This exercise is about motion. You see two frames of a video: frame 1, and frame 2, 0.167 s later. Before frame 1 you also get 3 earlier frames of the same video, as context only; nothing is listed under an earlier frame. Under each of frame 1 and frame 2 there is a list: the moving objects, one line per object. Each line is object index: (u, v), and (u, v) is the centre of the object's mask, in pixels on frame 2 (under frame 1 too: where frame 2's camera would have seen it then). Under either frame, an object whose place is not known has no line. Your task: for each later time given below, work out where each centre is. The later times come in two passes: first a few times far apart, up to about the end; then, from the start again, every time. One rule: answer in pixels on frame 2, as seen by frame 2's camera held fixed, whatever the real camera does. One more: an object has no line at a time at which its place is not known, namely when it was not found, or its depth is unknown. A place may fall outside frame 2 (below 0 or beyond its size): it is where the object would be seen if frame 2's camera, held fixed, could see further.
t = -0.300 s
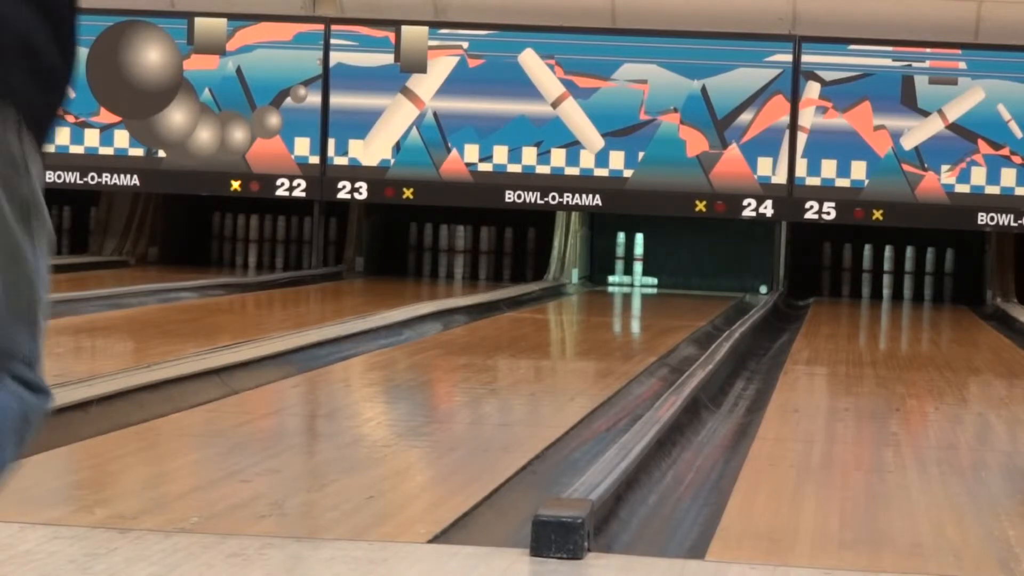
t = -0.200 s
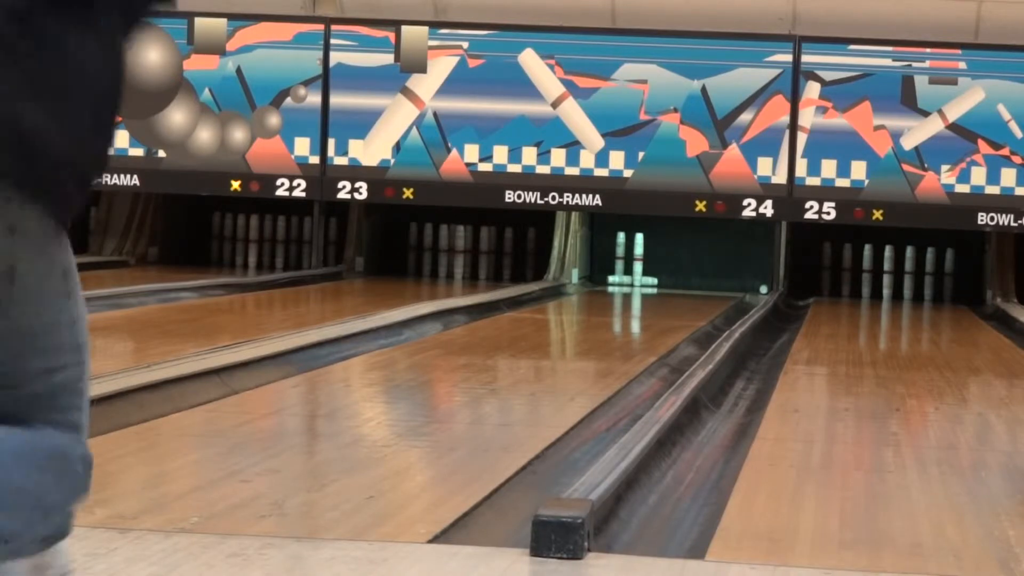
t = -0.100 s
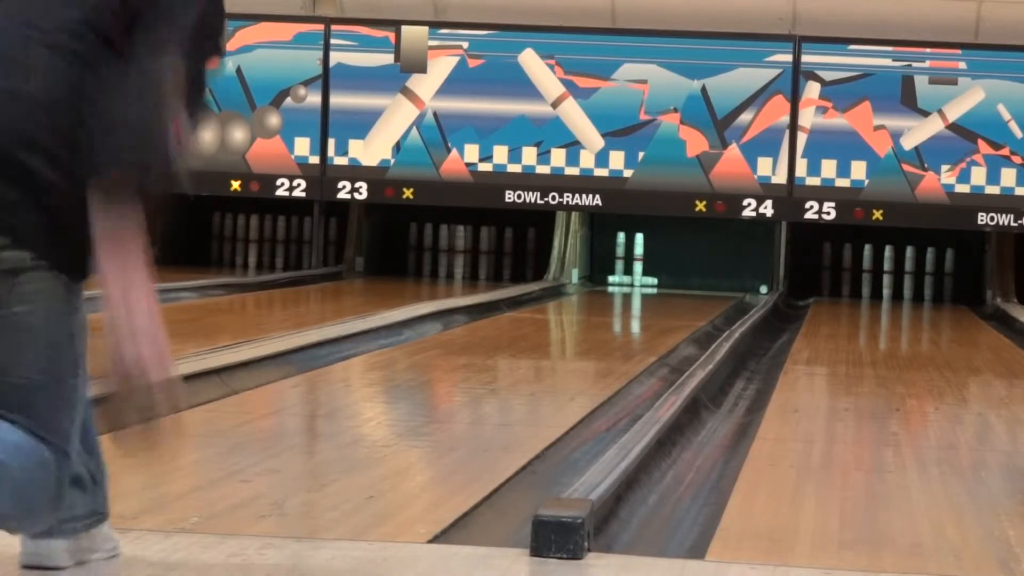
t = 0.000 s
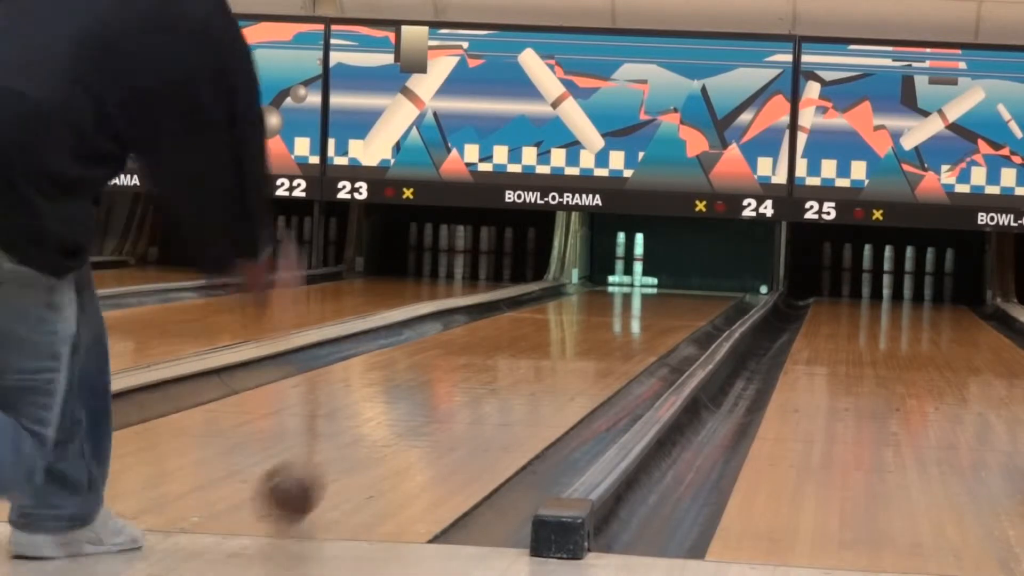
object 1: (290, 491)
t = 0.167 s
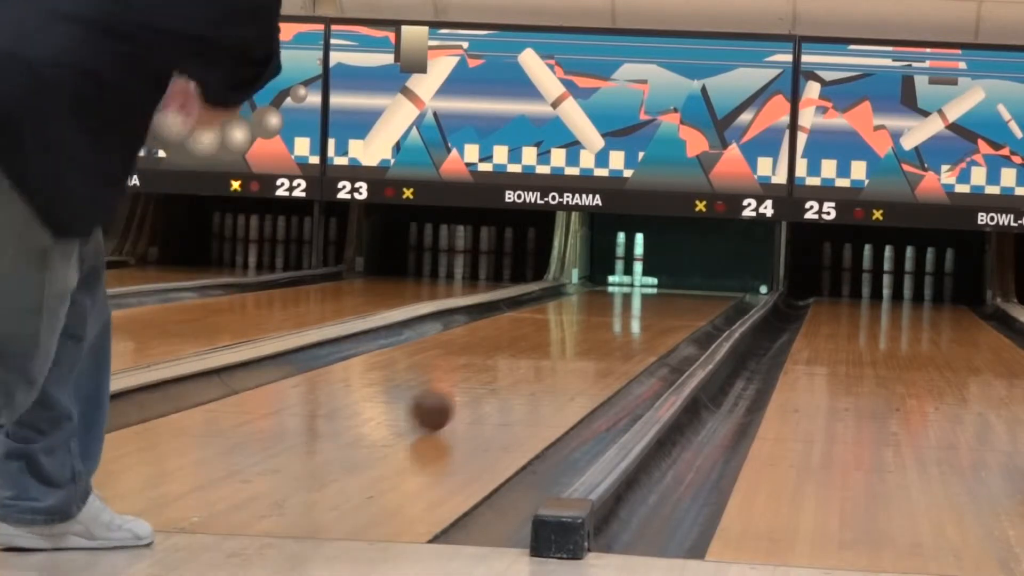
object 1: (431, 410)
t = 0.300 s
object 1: (496, 375)
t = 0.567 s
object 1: (571, 331)
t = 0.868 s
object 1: (616, 304)
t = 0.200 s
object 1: (450, 399)
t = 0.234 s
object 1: (467, 390)
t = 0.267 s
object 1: (482, 380)
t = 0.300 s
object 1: (496, 375)
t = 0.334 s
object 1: (508, 367)
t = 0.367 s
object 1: (519, 361)
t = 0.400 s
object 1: (530, 355)
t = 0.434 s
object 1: (539, 348)
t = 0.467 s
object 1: (549, 342)
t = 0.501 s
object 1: (557, 337)
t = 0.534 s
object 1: (564, 334)
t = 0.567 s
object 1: (571, 331)
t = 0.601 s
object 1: (576, 324)
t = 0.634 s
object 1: (582, 320)
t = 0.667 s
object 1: (589, 317)
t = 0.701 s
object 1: (593, 315)
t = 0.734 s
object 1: (598, 312)
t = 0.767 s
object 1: (602, 309)
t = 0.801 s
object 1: (607, 307)
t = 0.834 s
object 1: (612, 305)
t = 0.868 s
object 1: (616, 304)
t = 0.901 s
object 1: (619, 302)
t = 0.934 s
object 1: (623, 300)
